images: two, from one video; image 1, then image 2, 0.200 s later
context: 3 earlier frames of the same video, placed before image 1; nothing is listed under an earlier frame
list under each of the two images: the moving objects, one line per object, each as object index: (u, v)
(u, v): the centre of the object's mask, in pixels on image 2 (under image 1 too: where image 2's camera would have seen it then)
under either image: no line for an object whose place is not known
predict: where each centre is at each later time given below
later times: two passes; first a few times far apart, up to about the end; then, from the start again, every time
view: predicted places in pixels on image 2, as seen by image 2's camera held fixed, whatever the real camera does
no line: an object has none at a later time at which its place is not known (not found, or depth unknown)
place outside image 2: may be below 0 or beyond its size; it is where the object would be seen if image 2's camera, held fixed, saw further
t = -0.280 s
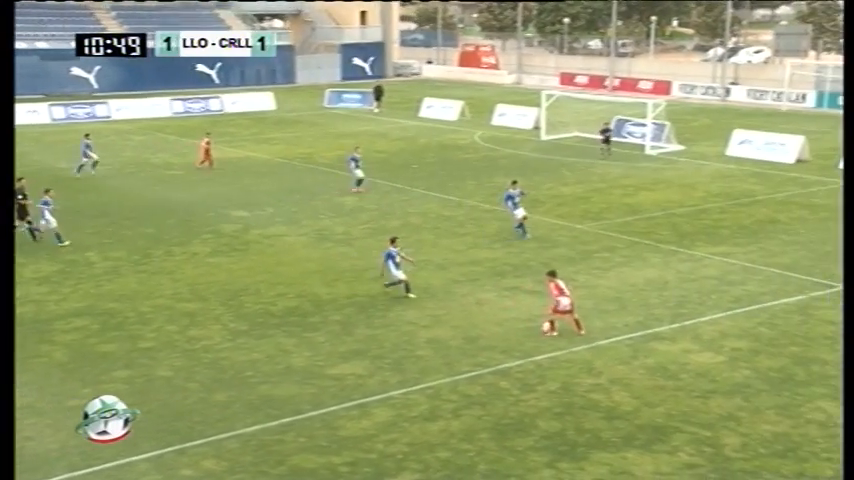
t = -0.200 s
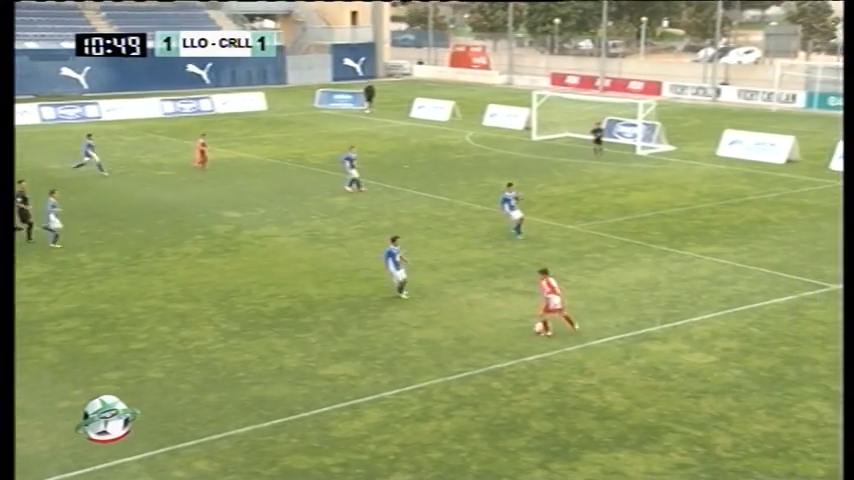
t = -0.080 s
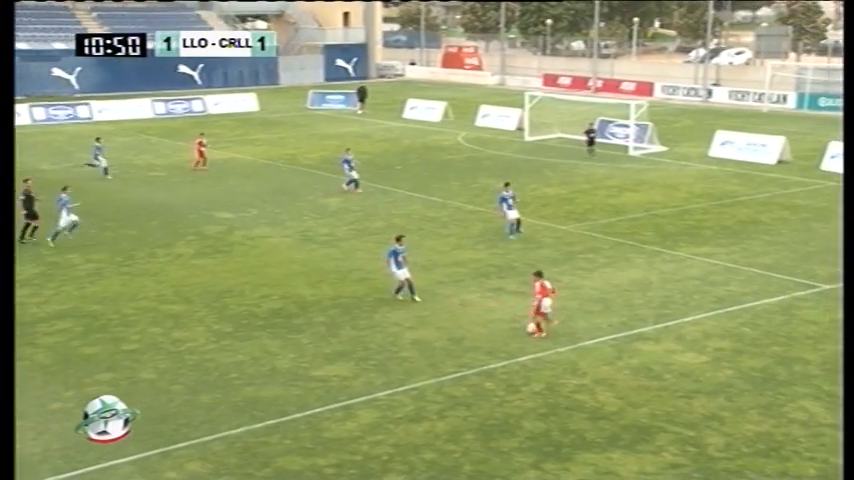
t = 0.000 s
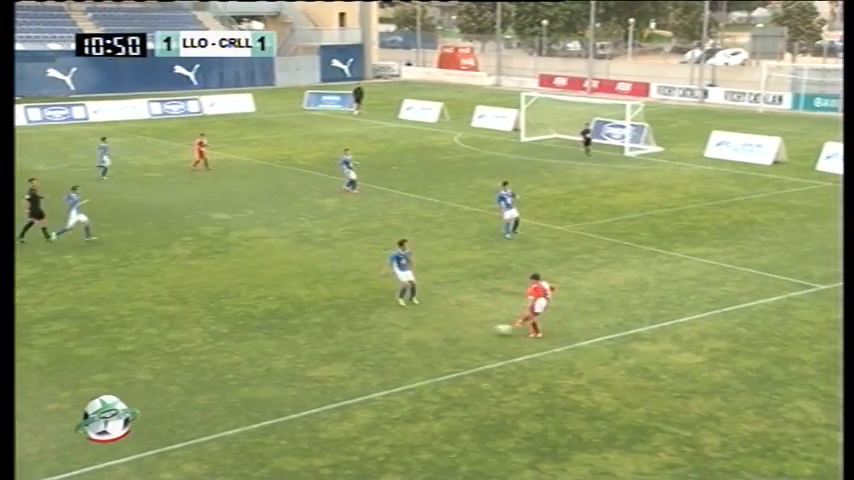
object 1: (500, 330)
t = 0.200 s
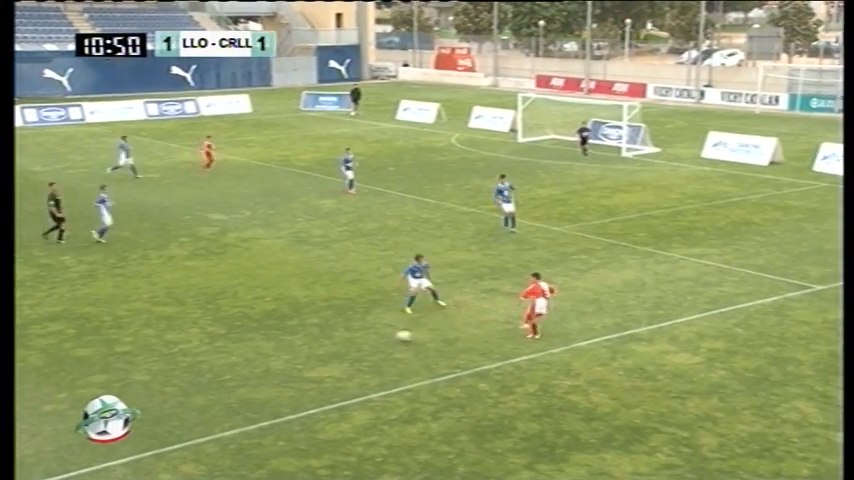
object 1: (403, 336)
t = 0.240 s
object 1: (384, 338)
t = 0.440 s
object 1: (302, 345)
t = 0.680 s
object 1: (219, 351)
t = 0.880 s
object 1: (156, 356)
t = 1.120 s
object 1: (81, 364)
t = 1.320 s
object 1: (19, 371)
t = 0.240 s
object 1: (384, 338)
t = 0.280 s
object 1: (367, 339)
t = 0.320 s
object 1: (350, 340)
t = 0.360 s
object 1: (334, 342)
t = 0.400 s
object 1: (317, 343)
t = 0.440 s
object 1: (302, 345)
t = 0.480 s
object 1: (288, 346)
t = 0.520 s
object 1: (273, 346)
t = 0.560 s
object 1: (259, 348)
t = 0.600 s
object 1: (246, 349)
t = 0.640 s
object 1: (233, 350)
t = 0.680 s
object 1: (219, 351)
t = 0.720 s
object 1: (207, 353)
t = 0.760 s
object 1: (193, 354)
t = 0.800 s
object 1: (181, 355)
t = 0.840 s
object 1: (169, 356)
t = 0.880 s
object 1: (156, 356)
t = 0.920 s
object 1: (144, 358)
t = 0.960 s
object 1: (131, 360)
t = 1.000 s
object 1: (118, 361)
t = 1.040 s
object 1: (106, 362)
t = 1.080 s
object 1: (93, 364)
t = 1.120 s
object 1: (81, 364)
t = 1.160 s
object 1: (69, 365)
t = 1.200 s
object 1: (56, 367)
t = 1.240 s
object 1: (44, 368)
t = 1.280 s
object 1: (32, 369)
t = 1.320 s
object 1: (19, 371)
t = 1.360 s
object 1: (7, 372)
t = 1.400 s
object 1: (-5, 373)
